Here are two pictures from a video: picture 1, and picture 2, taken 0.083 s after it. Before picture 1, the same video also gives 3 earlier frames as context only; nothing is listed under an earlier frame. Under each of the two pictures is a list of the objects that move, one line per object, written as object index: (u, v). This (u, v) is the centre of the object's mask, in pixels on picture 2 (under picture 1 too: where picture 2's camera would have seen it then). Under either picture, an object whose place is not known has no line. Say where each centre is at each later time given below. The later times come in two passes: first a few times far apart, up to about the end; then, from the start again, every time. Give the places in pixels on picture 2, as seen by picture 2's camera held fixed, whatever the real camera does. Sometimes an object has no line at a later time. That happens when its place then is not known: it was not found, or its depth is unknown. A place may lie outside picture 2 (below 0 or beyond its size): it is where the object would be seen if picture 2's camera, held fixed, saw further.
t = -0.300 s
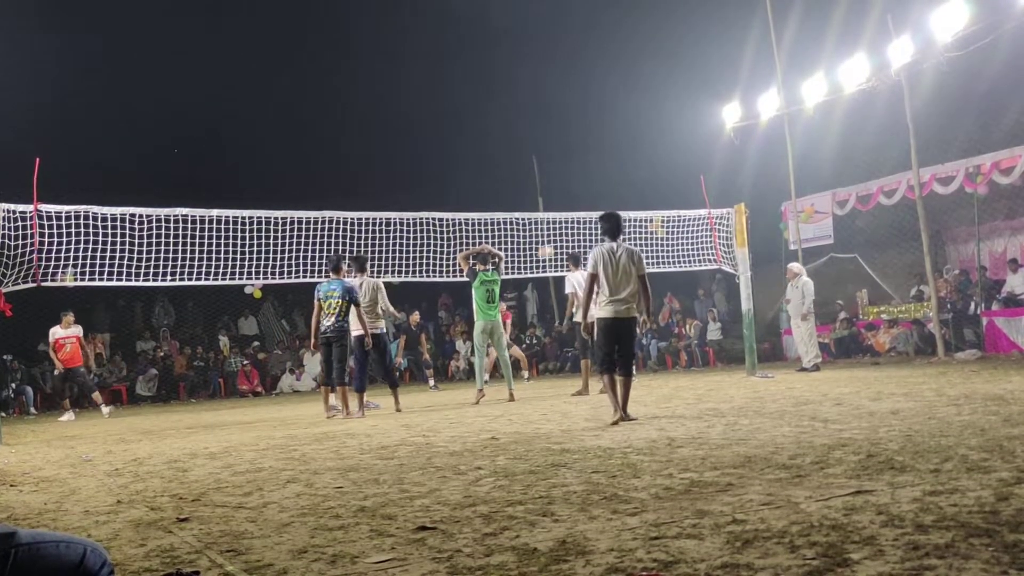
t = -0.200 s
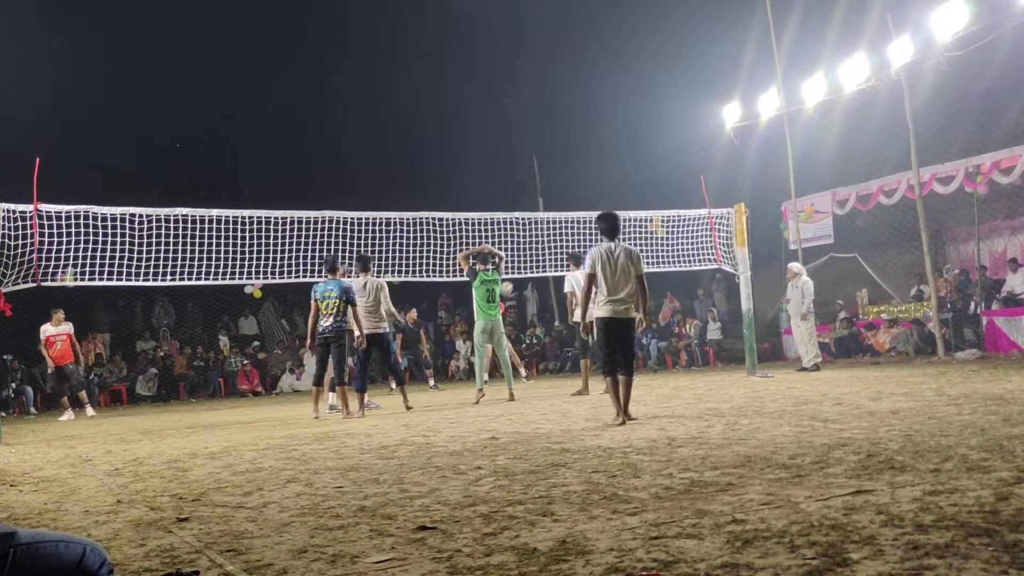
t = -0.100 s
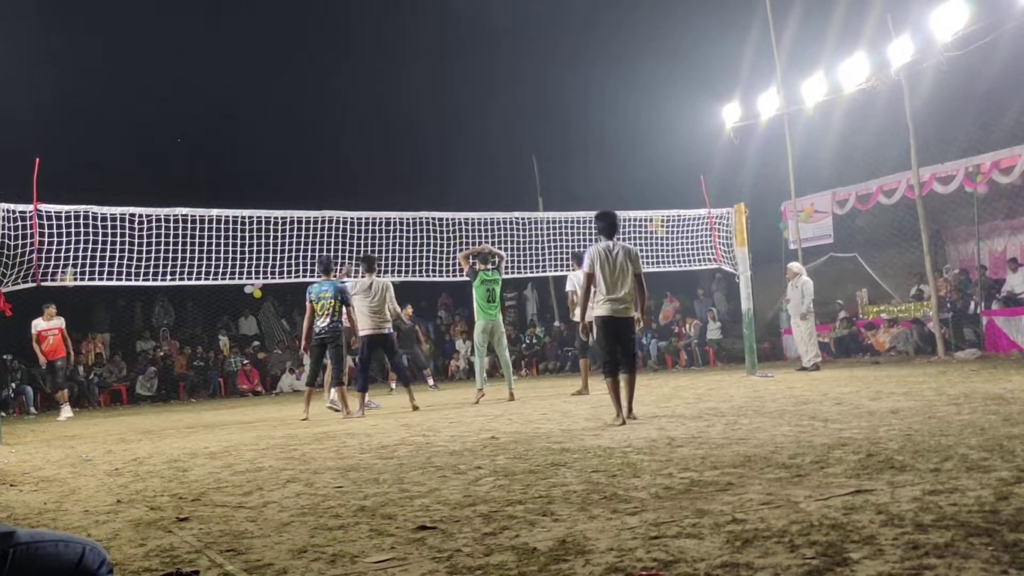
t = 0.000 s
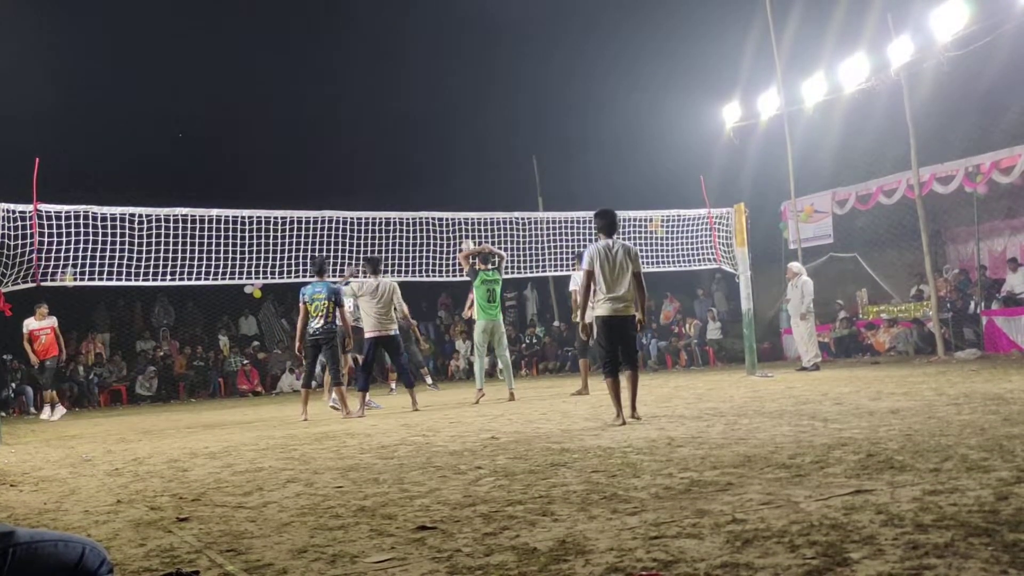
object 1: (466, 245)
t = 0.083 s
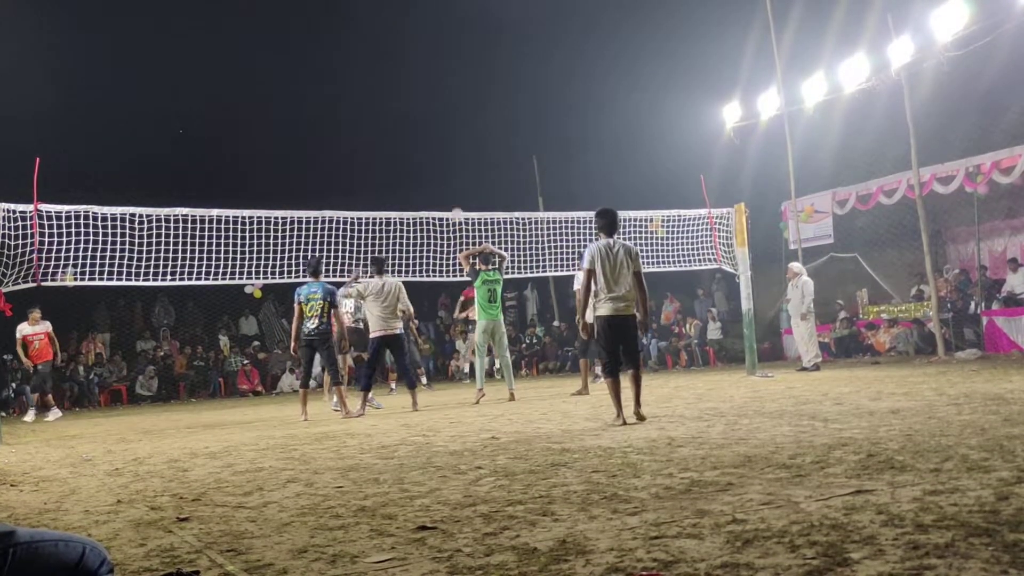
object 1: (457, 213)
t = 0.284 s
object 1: (430, 154)
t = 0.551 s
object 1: (393, 105)
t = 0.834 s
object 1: (352, 100)
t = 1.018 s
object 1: (324, 128)
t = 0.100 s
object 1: (455, 208)
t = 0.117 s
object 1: (453, 204)
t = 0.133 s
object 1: (451, 198)
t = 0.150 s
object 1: (448, 193)
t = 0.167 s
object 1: (446, 188)
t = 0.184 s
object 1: (444, 183)
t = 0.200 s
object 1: (442, 177)
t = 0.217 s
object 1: (440, 173)
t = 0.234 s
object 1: (437, 168)
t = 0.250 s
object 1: (435, 163)
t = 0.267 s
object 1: (433, 159)
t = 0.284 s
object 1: (430, 154)
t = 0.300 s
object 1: (428, 150)
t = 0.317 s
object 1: (426, 146)
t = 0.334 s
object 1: (424, 142)
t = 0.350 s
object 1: (421, 139)
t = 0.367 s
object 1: (419, 135)
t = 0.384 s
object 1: (417, 131)
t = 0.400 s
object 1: (414, 128)
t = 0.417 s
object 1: (412, 125)
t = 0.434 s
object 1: (410, 122)
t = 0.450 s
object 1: (408, 119)
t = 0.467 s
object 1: (405, 116)
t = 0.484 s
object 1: (402, 114)
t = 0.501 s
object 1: (400, 111)
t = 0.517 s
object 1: (398, 109)
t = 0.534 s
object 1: (396, 107)
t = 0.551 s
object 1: (393, 105)
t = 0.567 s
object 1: (391, 103)
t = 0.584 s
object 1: (388, 102)
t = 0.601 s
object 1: (386, 100)
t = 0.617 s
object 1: (383, 99)
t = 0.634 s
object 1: (381, 98)
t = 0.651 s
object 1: (379, 97)
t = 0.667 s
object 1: (376, 96)
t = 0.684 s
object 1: (374, 96)
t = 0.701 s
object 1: (371, 96)
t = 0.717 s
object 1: (369, 95)
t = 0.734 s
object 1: (366, 96)
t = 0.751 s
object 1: (364, 96)
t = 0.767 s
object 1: (361, 96)
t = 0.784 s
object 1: (359, 97)
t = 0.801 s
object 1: (357, 98)
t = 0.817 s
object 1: (354, 99)
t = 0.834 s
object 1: (352, 100)
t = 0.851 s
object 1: (349, 102)
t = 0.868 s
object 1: (347, 103)
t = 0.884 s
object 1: (344, 105)
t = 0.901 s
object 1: (342, 107)
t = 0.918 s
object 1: (339, 110)
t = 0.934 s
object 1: (337, 112)
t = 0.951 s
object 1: (334, 115)
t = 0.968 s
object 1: (332, 118)
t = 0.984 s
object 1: (329, 121)
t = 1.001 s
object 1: (327, 124)
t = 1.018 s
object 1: (324, 128)
